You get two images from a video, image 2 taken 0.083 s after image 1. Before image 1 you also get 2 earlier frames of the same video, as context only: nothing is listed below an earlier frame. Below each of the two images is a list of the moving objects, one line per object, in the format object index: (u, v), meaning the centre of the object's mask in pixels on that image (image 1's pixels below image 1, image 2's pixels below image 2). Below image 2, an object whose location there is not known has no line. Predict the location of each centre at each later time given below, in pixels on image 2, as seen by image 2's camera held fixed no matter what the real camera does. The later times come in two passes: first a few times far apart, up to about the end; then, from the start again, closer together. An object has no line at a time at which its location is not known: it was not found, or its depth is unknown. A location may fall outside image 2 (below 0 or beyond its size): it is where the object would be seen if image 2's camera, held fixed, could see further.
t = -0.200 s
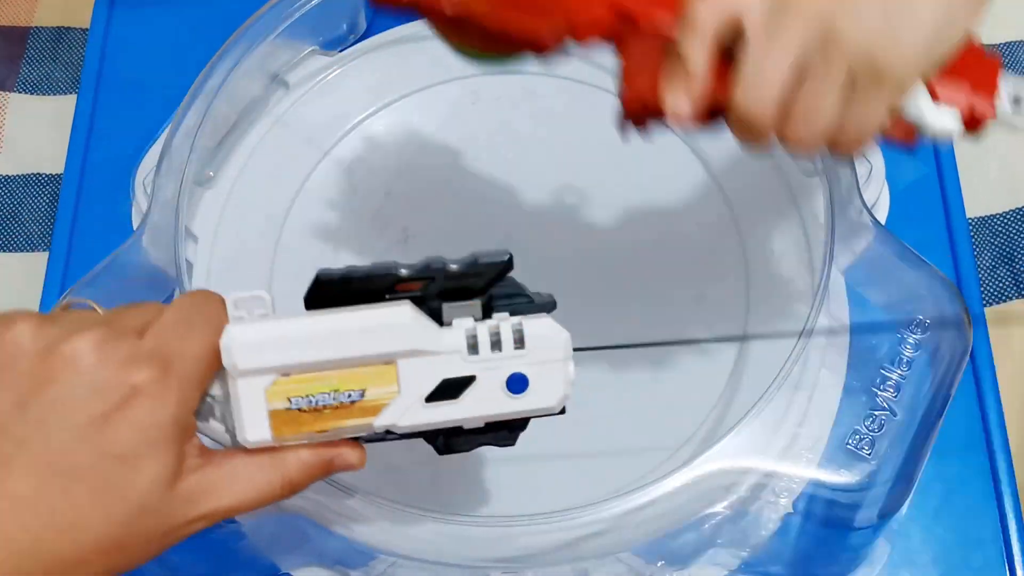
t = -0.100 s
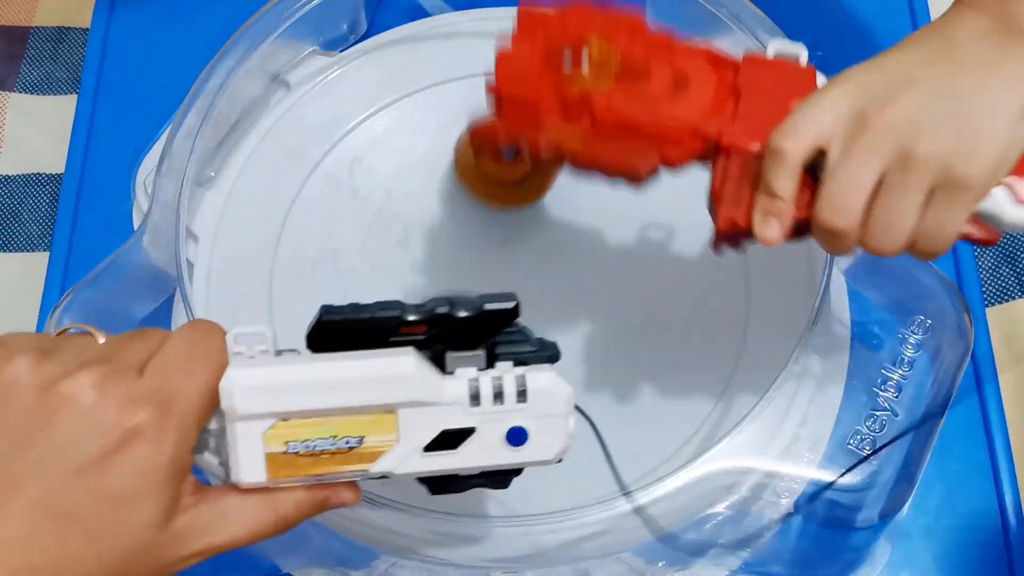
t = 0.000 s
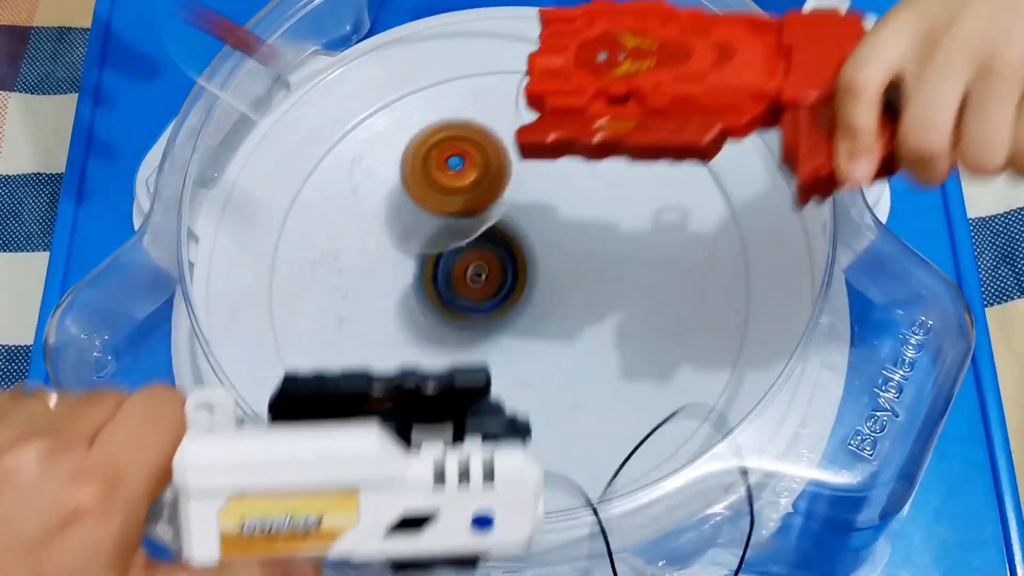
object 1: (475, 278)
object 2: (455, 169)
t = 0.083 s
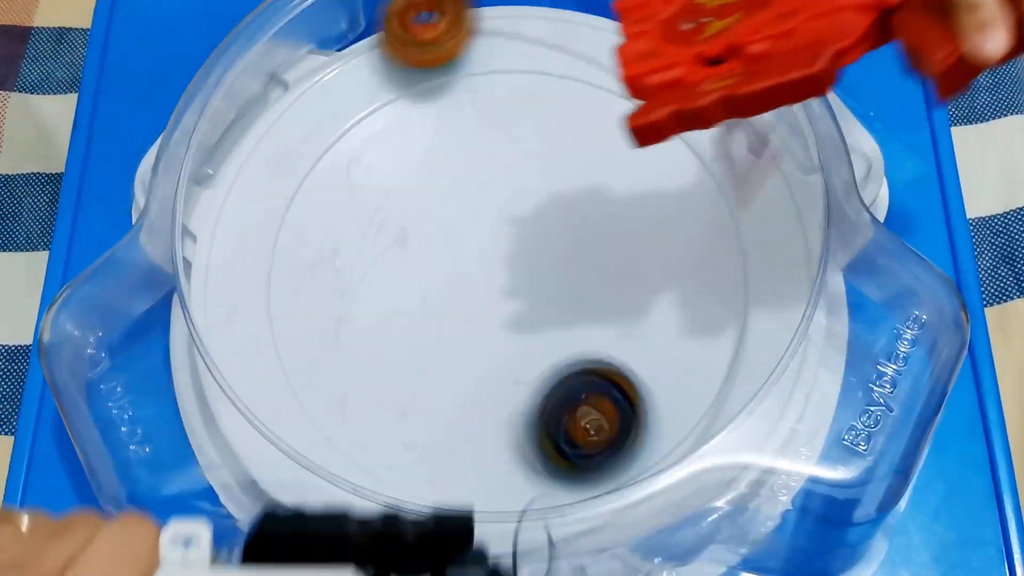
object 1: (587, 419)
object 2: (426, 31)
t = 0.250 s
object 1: (736, 355)
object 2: (628, 165)
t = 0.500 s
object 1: (571, 35)
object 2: (460, 518)
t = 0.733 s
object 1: (482, 43)
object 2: (192, 300)
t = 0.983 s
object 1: (684, 166)
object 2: (536, 277)
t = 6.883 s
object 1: (374, 205)
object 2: (589, 195)
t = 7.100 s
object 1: (463, 226)
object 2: (667, 267)
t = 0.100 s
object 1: (611, 439)
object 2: (463, 30)
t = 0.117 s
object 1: (632, 445)
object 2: (500, 28)
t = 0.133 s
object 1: (655, 471)
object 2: (538, 27)
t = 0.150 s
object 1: (678, 488)
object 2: (573, 26)
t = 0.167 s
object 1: (689, 485)
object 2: (595, 27)
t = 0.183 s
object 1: (697, 457)
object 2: (615, 40)
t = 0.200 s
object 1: (704, 427)
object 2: (618, 69)
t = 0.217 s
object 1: (713, 398)
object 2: (622, 100)
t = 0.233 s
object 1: (725, 377)
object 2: (626, 134)
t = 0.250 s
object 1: (736, 355)
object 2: (628, 165)
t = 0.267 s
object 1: (746, 332)
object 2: (630, 199)
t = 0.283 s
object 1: (752, 304)
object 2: (633, 231)
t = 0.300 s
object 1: (758, 276)
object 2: (634, 263)
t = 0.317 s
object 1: (760, 248)
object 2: (631, 296)
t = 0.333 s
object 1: (762, 218)
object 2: (627, 328)
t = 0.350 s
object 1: (762, 190)
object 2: (620, 359)
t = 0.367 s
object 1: (754, 165)
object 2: (611, 389)
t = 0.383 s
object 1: (735, 145)
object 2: (598, 419)
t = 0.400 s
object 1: (715, 123)
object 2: (585, 445)
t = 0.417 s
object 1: (694, 102)
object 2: (567, 461)
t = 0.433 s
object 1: (674, 82)
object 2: (550, 488)
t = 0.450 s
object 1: (652, 62)
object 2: (529, 503)
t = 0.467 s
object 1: (626, 48)
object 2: (507, 509)
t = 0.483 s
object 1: (598, 41)
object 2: (484, 513)
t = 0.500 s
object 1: (571, 35)
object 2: (460, 518)
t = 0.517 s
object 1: (544, 31)
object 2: (438, 517)
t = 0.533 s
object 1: (517, 26)
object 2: (414, 510)
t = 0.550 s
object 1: (490, 22)
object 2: (391, 501)
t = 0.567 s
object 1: (466, 20)
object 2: (366, 490)
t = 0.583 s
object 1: (441, 19)
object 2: (340, 478)
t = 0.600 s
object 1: (418, 20)
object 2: (314, 465)
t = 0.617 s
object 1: (418, 22)
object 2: (292, 452)
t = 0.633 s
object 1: (427, 24)
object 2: (269, 434)
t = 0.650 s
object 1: (436, 26)
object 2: (246, 417)
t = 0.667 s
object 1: (444, 28)
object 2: (225, 397)
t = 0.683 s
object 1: (454, 31)
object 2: (212, 372)
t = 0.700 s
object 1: (462, 34)
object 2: (206, 344)
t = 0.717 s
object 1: (472, 38)
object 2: (196, 322)
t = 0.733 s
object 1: (482, 43)
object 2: (192, 300)
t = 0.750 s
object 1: (492, 48)
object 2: (216, 294)
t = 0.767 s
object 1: (502, 54)
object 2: (243, 293)
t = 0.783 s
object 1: (513, 61)
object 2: (270, 288)
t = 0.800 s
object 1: (525, 70)
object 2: (299, 284)
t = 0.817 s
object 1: (535, 83)
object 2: (327, 283)
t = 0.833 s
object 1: (545, 94)
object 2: (356, 278)
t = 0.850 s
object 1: (555, 107)
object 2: (384, 271)
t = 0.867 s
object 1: (565, 119)
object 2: (413, 264)
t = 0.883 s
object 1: (575, 133)
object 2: (441, 257)
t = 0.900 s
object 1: (583, 146)
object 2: (468, 250)
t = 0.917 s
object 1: (593, 159)
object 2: (495, 244)
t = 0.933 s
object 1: (604, 173)
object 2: (521, 240)
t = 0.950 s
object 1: (631, 171)
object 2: (527, 251)
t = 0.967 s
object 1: (658, 169)
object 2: (532, 263)
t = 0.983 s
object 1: (684, 166)
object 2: (536, 277)
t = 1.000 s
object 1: (708, 160)
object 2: (541, 291)
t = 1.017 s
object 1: (731, 159)
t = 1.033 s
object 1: (751, 160)
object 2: (551, 322)
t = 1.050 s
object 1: (749, 170)
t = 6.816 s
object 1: (362, 194)
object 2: (550, 202)
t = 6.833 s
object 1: (364, 197)
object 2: (560, 198)
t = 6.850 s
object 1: (366, 199)
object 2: (570, 197)
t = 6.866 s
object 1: (370, 203)
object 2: (579, 195)
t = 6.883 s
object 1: (374, 205)
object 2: (589, 195)
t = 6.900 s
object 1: (379, 208)
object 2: (598, 195)
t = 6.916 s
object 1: (385, 209)
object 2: (607, 195)
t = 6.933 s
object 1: (390, 213)
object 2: (617, 198)
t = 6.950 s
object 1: (397, 214)
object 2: (624, 201)
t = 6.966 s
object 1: (403, 217)
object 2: (634, 204)
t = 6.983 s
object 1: (410, 218)
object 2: (641, 209)
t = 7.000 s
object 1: (417, 221)
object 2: (648, 214)
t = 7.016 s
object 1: (425, 221)
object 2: (655, 221)
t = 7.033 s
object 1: (432, 223)
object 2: (659, 229)
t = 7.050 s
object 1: (440, 224)
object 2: (664, 237)
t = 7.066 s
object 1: (447, 226)
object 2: (667, 247)
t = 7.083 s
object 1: (455, 225)
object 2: (667, 256)
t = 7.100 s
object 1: (463, 226)
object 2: (667, 267)
